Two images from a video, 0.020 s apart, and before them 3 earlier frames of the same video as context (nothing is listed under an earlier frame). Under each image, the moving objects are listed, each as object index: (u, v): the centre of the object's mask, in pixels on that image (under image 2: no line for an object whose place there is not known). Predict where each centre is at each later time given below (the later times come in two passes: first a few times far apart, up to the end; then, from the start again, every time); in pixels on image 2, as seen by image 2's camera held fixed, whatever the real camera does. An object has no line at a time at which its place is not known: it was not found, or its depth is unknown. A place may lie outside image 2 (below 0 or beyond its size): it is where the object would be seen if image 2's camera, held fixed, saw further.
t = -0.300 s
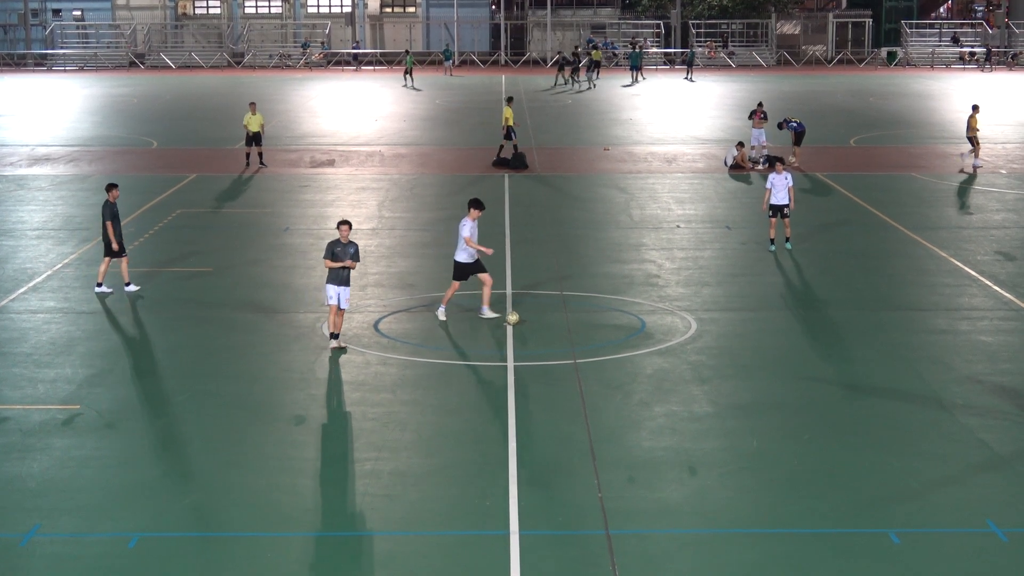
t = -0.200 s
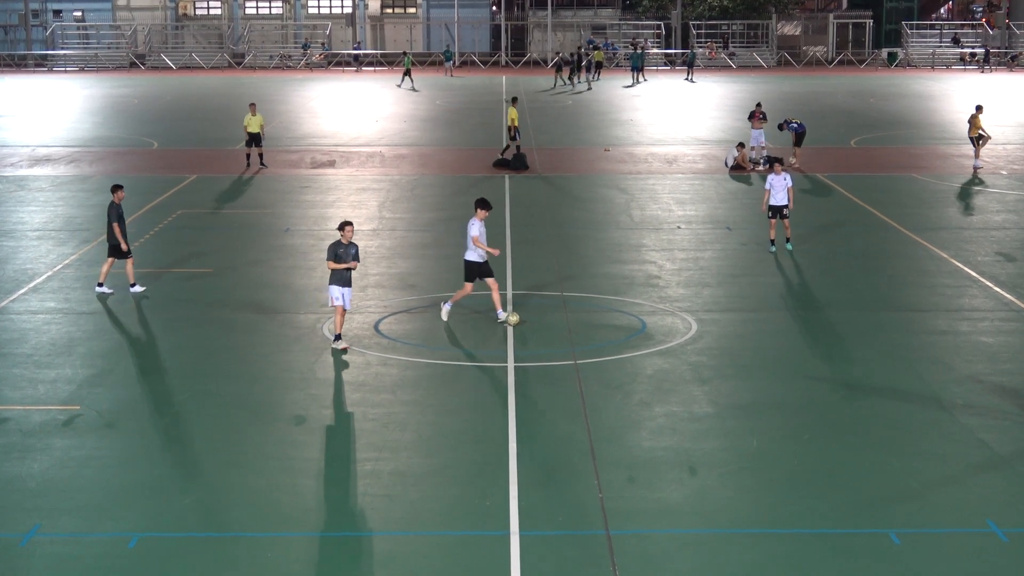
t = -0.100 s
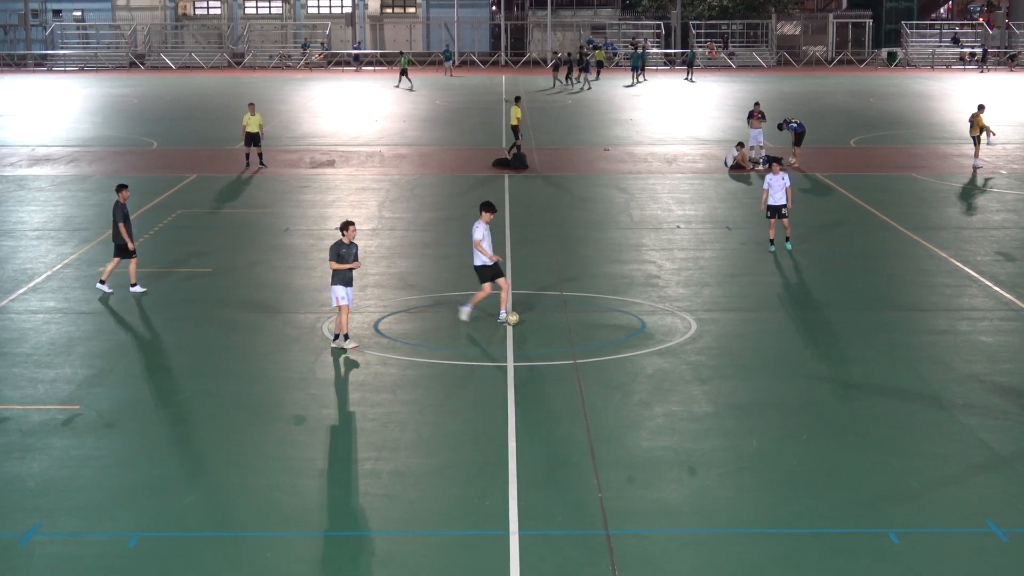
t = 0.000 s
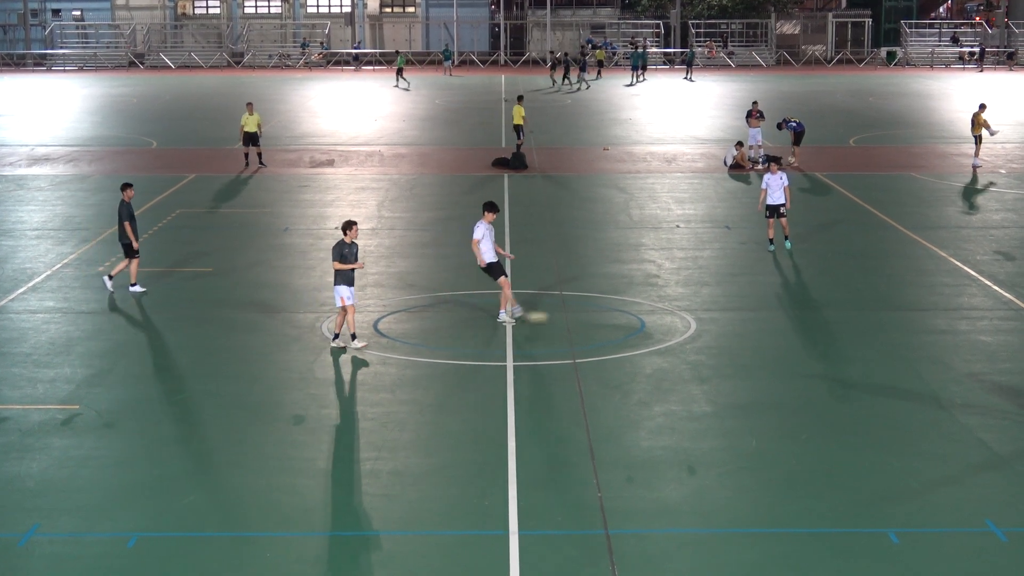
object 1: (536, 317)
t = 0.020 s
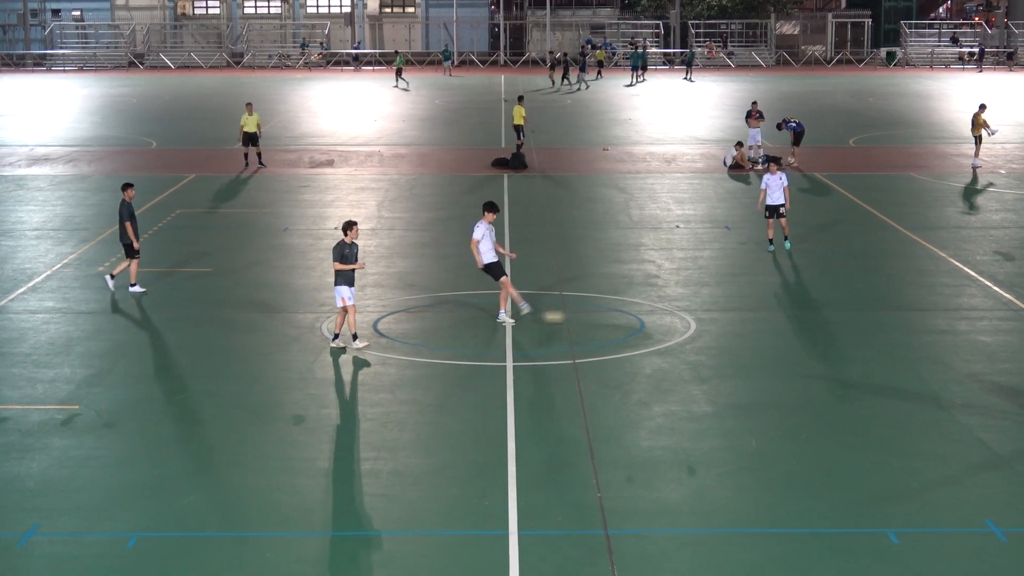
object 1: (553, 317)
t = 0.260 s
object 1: (738, 313)
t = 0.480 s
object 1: (877, 309)
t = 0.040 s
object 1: (570, 317)
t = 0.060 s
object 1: (586, 316)
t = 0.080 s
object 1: (602, 316)
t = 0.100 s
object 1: (619, 317)
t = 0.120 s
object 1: (634, 317)
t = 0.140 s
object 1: (651, 316)
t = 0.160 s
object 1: (665, 317)
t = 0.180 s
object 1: (680, 316)
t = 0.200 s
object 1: (695, 315)
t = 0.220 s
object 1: (710, 315)
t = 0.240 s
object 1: (724, 315)
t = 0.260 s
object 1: (738, 313)
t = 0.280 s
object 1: (752, 313)
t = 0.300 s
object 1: (765, 313)
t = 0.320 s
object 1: (778, 311)
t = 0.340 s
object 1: (792, 311)
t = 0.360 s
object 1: (805, 312)
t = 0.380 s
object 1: (817, 311)
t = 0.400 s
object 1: (829, 310)
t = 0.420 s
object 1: (841, 309)
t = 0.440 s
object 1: (854, 309)
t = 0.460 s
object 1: (866, 309)
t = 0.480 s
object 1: (877, 309)
